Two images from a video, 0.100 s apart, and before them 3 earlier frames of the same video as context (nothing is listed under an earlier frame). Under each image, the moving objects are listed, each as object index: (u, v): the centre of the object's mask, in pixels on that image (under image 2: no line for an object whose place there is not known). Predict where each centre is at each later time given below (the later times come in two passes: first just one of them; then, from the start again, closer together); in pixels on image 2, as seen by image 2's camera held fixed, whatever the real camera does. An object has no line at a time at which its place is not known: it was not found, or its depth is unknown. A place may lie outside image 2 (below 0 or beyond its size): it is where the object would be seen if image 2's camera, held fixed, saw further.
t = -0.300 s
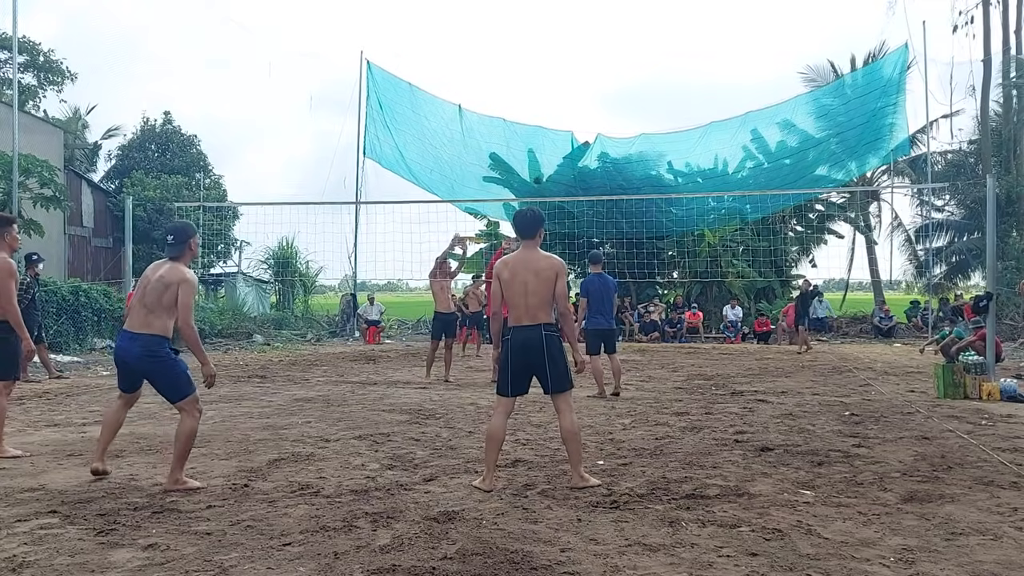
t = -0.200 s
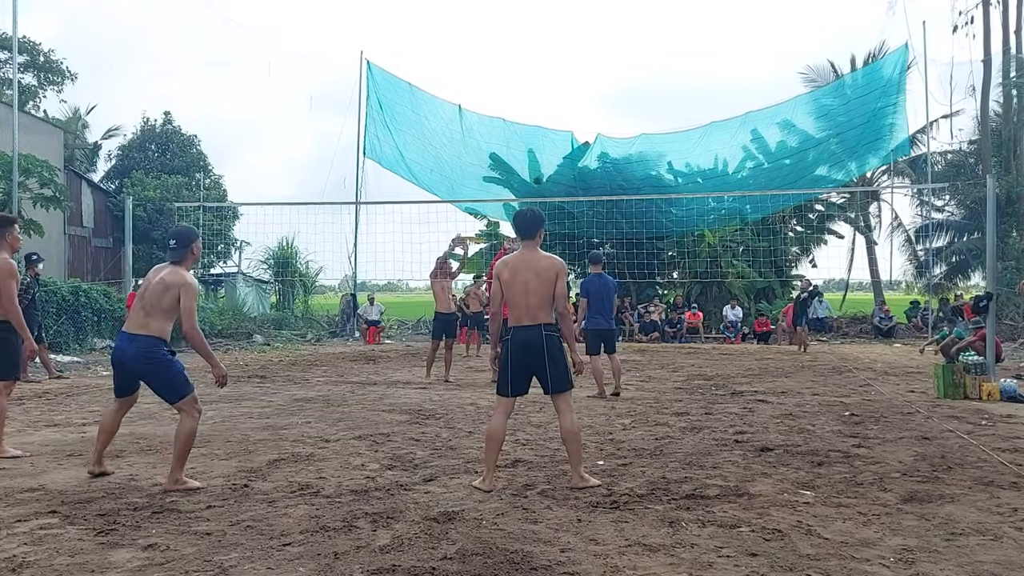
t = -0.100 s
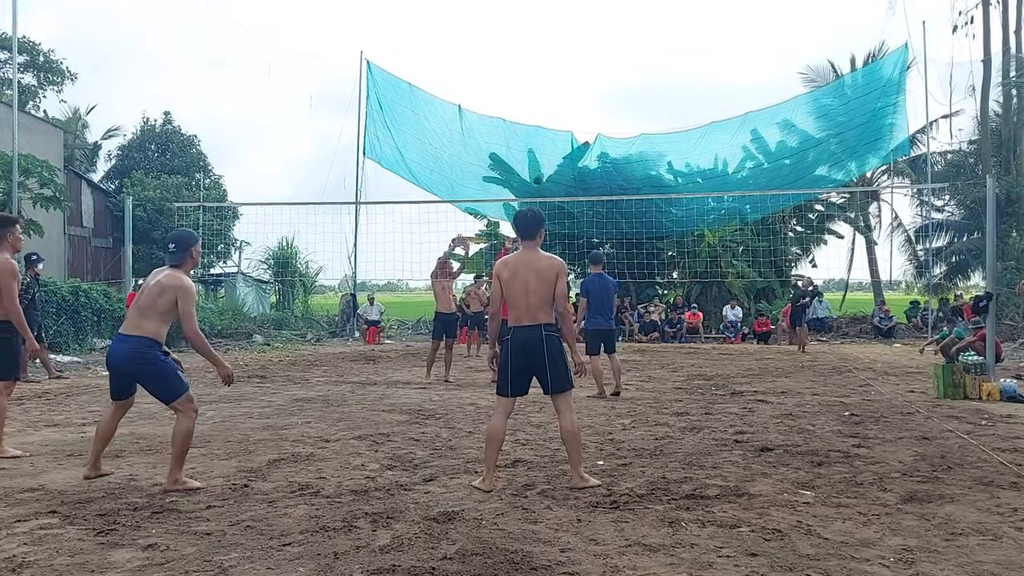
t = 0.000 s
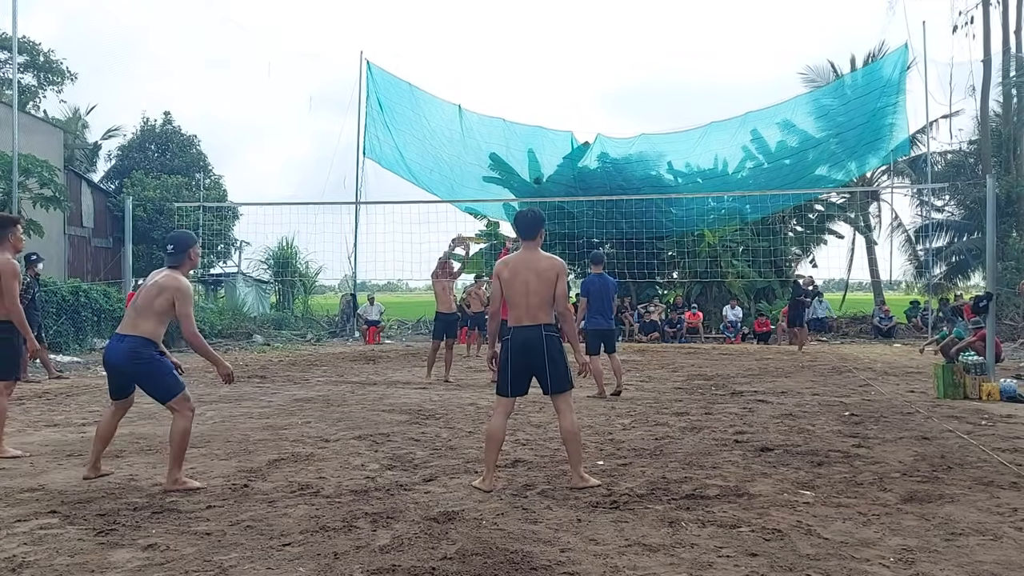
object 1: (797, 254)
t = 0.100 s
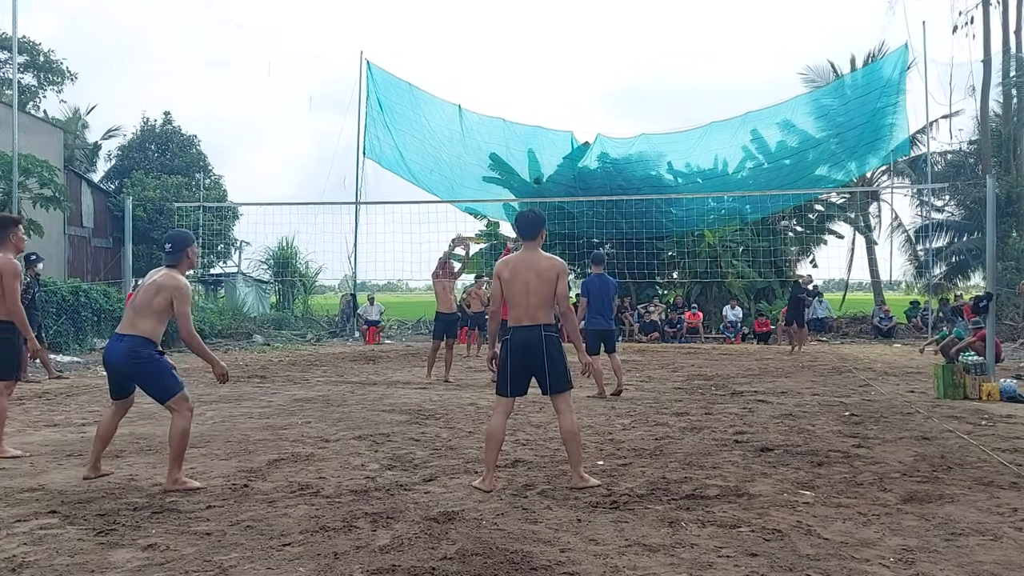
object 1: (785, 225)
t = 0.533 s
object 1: (714, 136)
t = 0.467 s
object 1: (727, 145)
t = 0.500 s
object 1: (721, 140)
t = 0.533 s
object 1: (714, 136)
